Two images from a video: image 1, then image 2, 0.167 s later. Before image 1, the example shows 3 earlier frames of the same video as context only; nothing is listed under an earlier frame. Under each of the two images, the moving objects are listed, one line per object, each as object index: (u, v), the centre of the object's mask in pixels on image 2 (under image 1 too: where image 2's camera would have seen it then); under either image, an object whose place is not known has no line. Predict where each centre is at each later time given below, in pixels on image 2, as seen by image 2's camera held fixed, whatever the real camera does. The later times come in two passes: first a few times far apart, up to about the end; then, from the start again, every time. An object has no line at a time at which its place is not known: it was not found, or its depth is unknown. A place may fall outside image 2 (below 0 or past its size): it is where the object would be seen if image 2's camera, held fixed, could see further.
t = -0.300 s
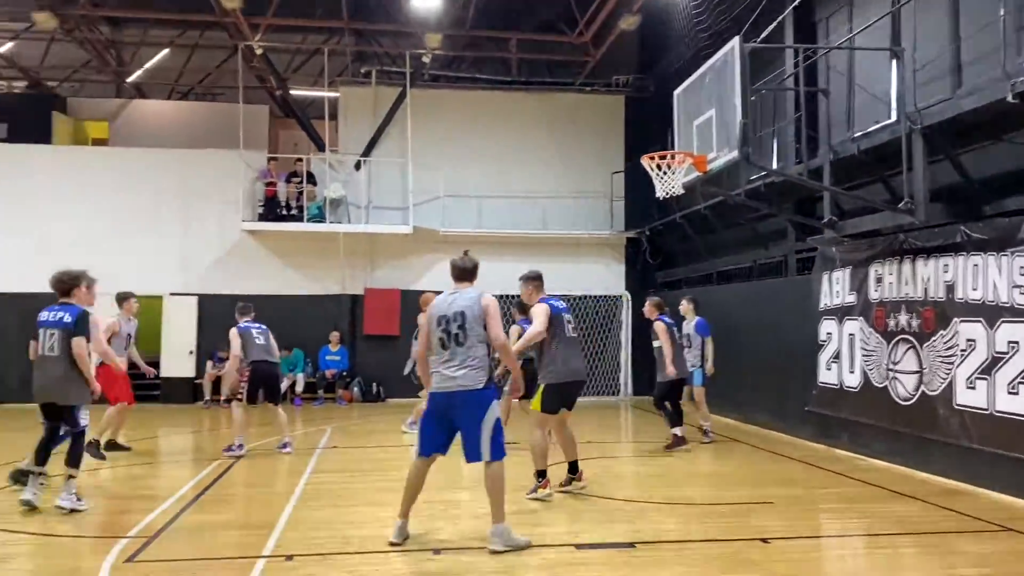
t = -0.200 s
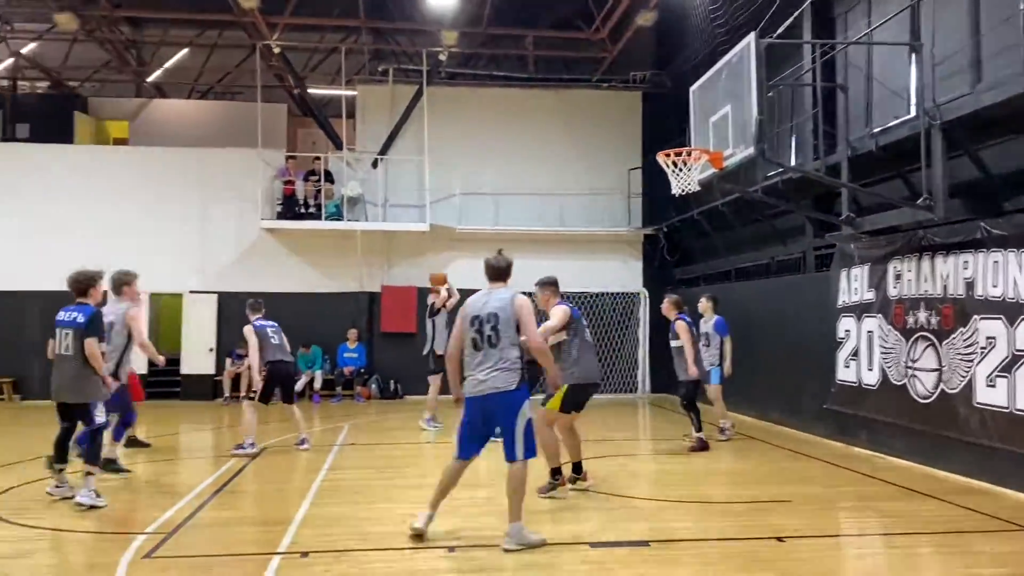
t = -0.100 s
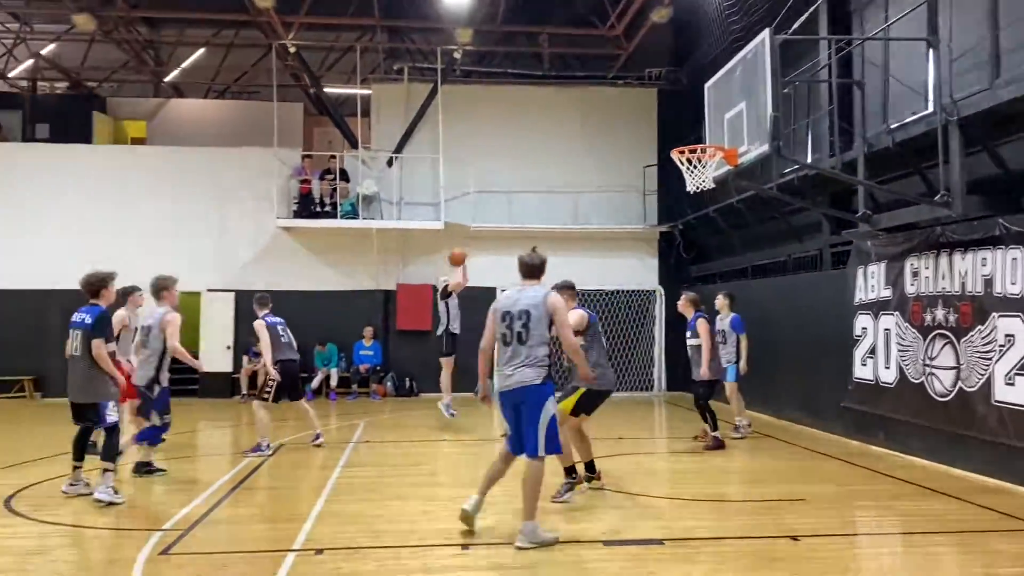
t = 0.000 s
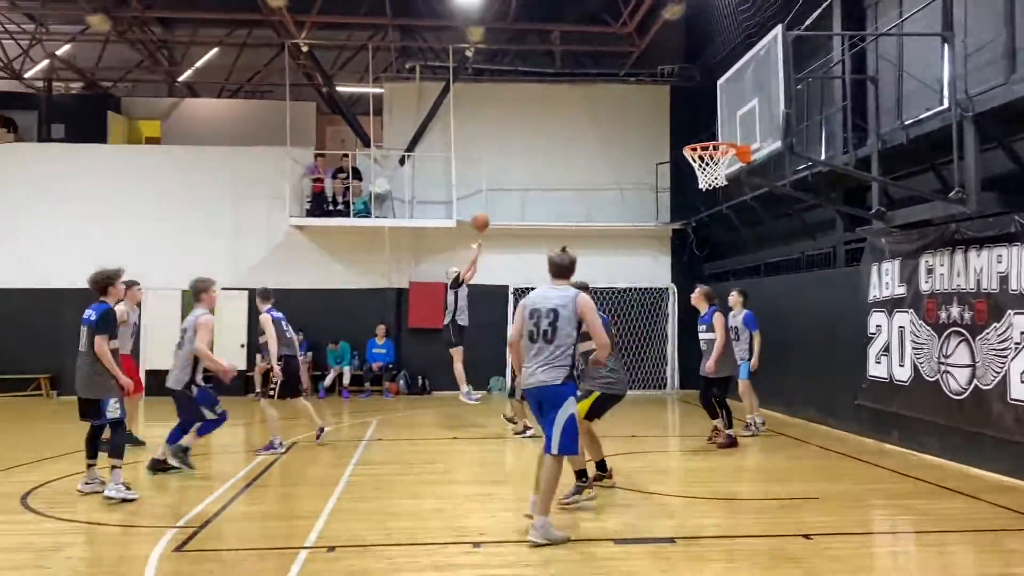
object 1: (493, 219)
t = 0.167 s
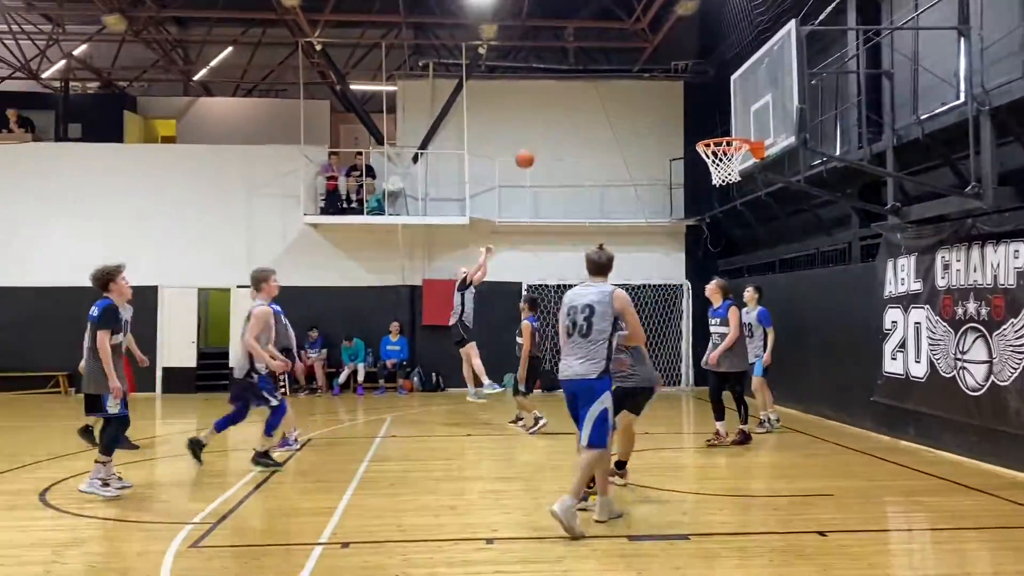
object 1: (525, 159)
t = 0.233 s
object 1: (539, 137)
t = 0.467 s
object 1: (591, 89)
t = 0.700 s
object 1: (652, 81)
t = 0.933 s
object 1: (725, 126)
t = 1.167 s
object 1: (721, 92)
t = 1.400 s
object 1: (715, 104)
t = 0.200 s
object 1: (532, 148)
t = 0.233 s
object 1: (539, 137)
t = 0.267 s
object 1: (546, 129)
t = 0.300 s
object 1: (554, 119)
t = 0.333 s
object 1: (560, 112)
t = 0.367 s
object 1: (567, 105)
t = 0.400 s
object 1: (576, 98)
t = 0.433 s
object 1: (584, 93)
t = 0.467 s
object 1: (591, 89)
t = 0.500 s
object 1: (600, 85)
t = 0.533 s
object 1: (608, 81)
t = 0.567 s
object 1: (616, 79)
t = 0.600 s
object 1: (626, 78)
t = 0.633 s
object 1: (634, 78)
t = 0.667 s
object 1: (643, 79)
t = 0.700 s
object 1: (652, 81)
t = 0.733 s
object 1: (662, 84)
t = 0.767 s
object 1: (671, 88)
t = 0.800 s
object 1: (682, 93)
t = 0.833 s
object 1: (692, 100)
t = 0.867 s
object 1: (703, 107)
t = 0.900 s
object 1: (714, 117)
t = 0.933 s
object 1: (725, 126)
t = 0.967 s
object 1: (727, 126)
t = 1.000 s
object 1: (726, 116)
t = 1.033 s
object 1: (725, 109)
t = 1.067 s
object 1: (724, 103)
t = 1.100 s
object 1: (723, 98)
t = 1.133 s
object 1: (722, 94)
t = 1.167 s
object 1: (721, 92)
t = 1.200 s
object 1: (720, 90)
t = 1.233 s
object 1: (719, 90)
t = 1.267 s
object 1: (718, 90)
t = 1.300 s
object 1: (717, 92)
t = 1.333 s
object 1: (716, 95)
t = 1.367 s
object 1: (716, 99)
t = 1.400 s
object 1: (715, 104)
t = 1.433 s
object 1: (714, 109)
